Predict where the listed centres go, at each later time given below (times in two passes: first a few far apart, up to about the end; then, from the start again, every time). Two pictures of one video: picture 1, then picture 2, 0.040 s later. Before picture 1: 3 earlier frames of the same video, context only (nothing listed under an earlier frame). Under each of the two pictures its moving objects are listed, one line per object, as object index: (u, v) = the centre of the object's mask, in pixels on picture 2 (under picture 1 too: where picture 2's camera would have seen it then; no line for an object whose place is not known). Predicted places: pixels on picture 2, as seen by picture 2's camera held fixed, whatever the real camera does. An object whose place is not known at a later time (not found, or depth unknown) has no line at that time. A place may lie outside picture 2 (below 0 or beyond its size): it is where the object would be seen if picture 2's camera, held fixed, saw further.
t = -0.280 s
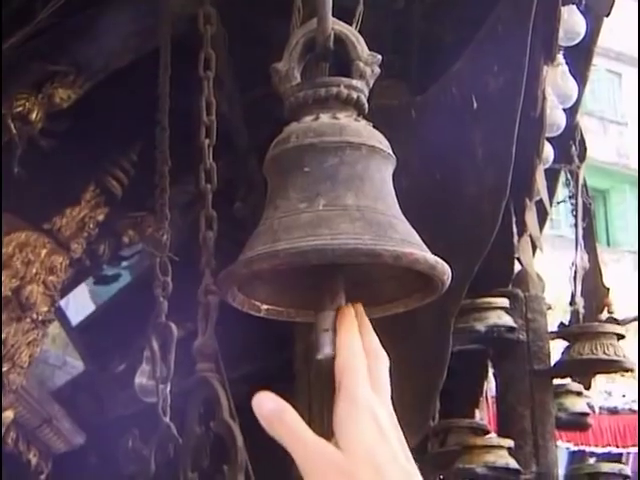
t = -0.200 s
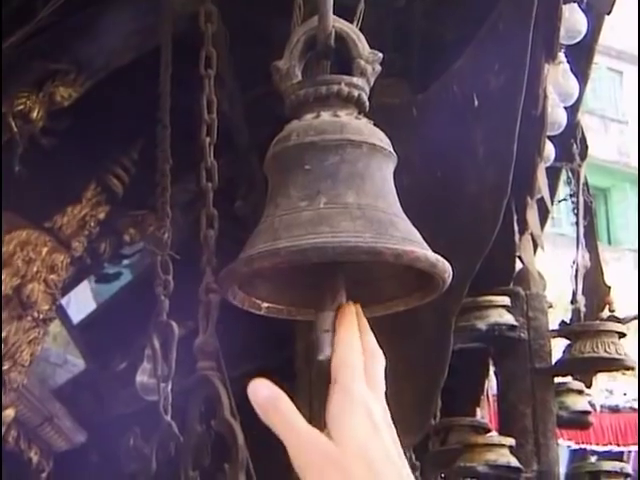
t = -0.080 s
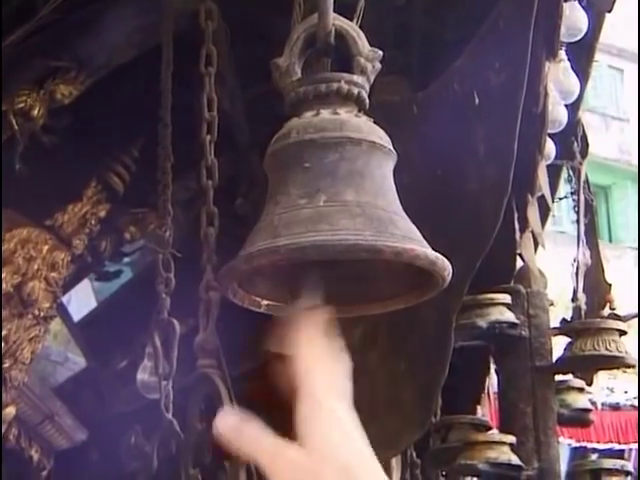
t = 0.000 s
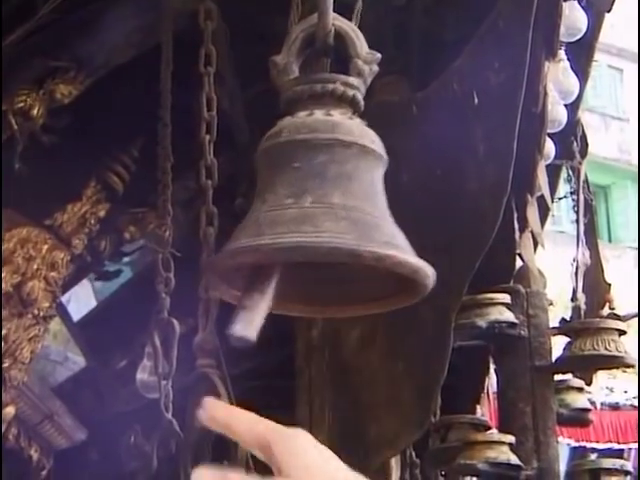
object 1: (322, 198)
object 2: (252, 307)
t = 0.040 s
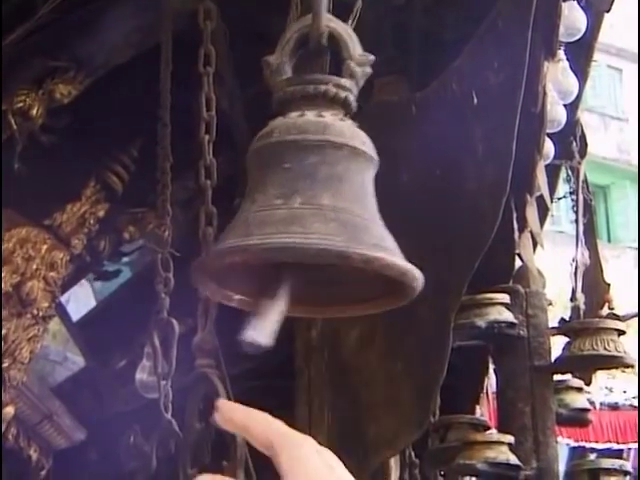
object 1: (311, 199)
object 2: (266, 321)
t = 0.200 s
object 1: (284, 203)
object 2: (363, 312)
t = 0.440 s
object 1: (285, 202)
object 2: (233, 321)
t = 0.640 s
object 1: (298, 203)
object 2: (289, 331)
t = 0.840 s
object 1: (318, 201)
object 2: (390, 315)
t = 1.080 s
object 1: (368, 195)
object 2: (305, 303)
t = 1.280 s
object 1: (375, 199)
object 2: (441, 312)
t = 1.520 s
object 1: (377, 196)
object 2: (364, 323)
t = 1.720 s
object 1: (356, 199)
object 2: (339, 315)
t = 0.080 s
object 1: (302, 201)
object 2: (296, 331)
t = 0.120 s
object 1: (294, 202)
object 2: (326, 327)
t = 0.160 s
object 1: (288, 202)
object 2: (351, 318)
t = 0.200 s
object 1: (284, 203)
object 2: (363, 312)
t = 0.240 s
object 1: (280, 203)
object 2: (363, 310)
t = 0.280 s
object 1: (278, 203)
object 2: (352, 320)
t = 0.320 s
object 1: (278, 203)
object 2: (327, 332)
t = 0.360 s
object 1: (279, 202)
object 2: (292, 339)
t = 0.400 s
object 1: (281, 202)
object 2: (259, 334)
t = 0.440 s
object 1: (285, 202)
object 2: (233, 321)
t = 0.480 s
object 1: (290, 202)
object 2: (220, 309)
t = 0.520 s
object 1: (294, 202)
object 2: (219, 307)
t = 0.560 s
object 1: (297, 201)
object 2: (230, 313)
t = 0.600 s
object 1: (297, 202)
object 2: (256, 320)
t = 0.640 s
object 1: (298, 203)
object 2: (289, 331)
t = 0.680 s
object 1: (298, 202)
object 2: (328, 332)
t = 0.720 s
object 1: (300, 201)
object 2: (362, 322)
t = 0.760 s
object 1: (303, 200)
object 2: (383, 313)
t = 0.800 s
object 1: (309, 200)
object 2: (393, 313)
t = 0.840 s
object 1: (318, 201)
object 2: (390, 315)
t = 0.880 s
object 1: (328, 201)
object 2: (378, 325)
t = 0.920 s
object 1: (338, 200)
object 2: (355, 330)
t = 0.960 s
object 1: (347, 198)
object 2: (330, 323)
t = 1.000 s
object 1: (356, 195)
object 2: (311, 312)
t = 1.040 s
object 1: (363, 195)
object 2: (302, 305)
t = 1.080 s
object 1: (368, 195)
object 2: (305, 303)
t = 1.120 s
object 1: (371, 195)
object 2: (321, 306)
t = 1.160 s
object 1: (373, 196)
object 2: (348, 315)
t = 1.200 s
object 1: (374, 197)
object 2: (383, 321)
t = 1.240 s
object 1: (374, 199)
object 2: (417, 321)
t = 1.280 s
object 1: (375, 199)
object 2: (441, 312)
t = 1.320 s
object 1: (374, 198)
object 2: (454, 309)
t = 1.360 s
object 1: (375, 198)
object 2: (454, 310)
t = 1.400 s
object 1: (375, 197)
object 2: (444, 315)
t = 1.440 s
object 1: (376, 197)
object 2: (422, 320)
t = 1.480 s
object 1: (376, 196)
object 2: (395, 324)
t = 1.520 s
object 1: (377, 196)
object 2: (364, 323)
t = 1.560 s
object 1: (378, 196)
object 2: (339, 317)
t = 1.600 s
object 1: (377, 197)
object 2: (322, 305)
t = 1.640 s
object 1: (372, 198)
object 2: (316, 302)
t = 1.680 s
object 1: (365, 198)
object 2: (323, 304)
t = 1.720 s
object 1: (356, 199)
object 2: (339, 315)
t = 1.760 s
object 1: (347, 200)
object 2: (360, 322)
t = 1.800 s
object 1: (338, 200)
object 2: (381, 324)
